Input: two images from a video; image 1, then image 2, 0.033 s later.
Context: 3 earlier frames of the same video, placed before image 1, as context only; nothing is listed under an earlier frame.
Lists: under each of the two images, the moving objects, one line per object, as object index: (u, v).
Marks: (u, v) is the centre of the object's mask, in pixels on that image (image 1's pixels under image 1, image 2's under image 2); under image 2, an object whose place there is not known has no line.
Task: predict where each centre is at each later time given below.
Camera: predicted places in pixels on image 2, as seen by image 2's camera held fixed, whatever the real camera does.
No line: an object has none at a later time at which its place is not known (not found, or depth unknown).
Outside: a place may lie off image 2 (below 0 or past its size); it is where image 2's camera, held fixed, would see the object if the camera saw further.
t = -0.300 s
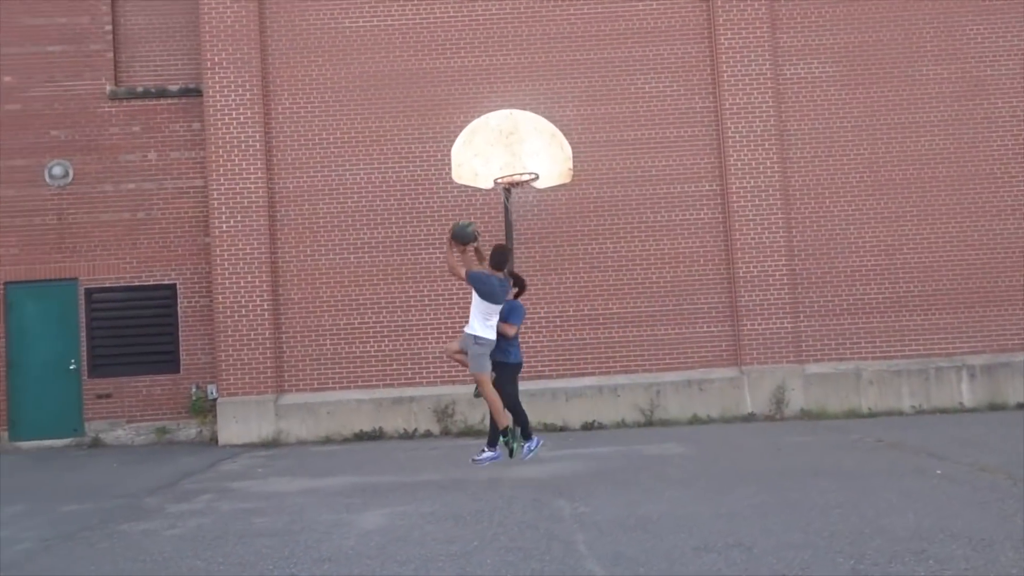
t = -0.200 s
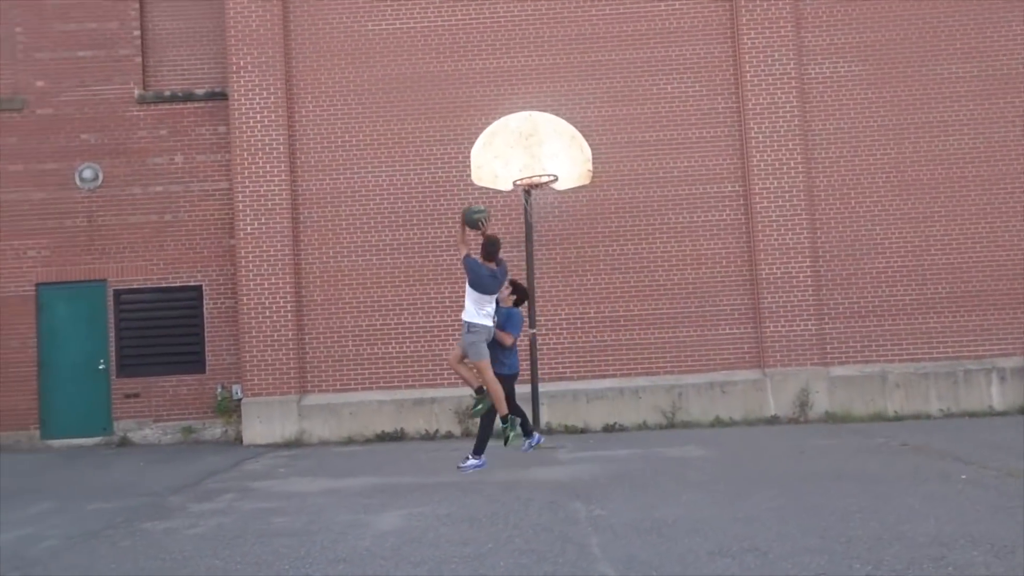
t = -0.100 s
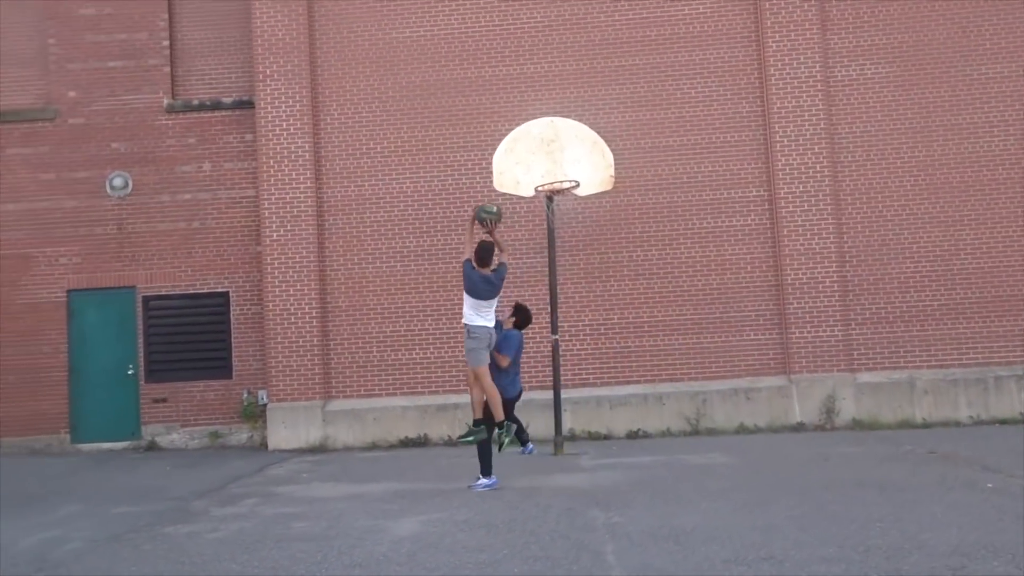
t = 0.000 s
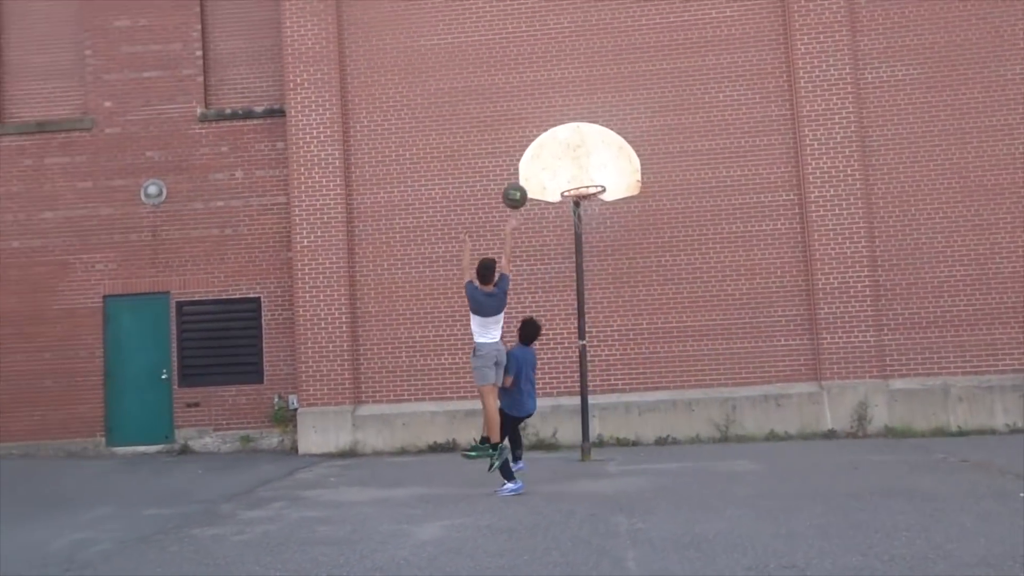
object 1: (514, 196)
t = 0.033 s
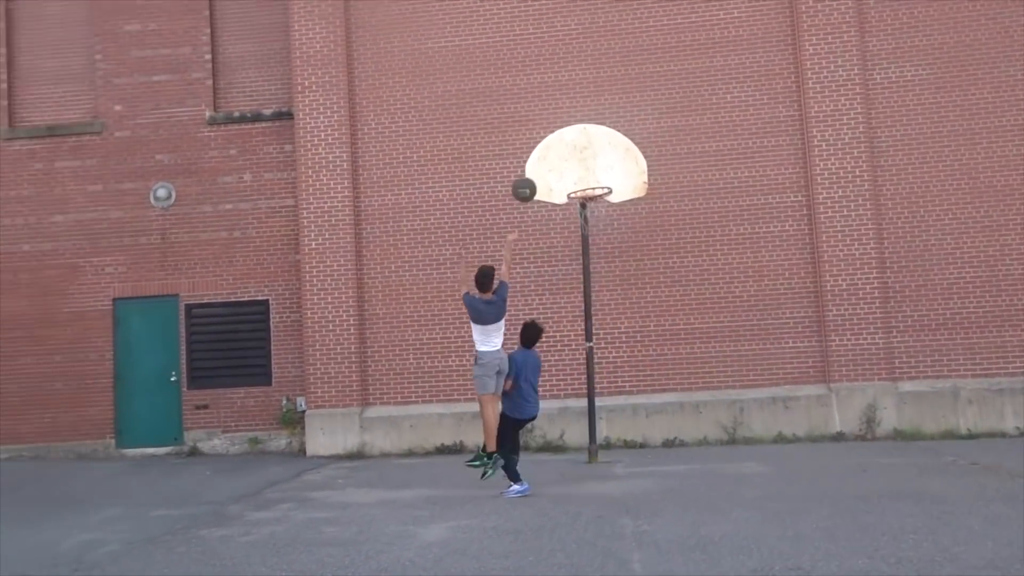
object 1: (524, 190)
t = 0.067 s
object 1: (527, 182)
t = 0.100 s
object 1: (530, 176)
